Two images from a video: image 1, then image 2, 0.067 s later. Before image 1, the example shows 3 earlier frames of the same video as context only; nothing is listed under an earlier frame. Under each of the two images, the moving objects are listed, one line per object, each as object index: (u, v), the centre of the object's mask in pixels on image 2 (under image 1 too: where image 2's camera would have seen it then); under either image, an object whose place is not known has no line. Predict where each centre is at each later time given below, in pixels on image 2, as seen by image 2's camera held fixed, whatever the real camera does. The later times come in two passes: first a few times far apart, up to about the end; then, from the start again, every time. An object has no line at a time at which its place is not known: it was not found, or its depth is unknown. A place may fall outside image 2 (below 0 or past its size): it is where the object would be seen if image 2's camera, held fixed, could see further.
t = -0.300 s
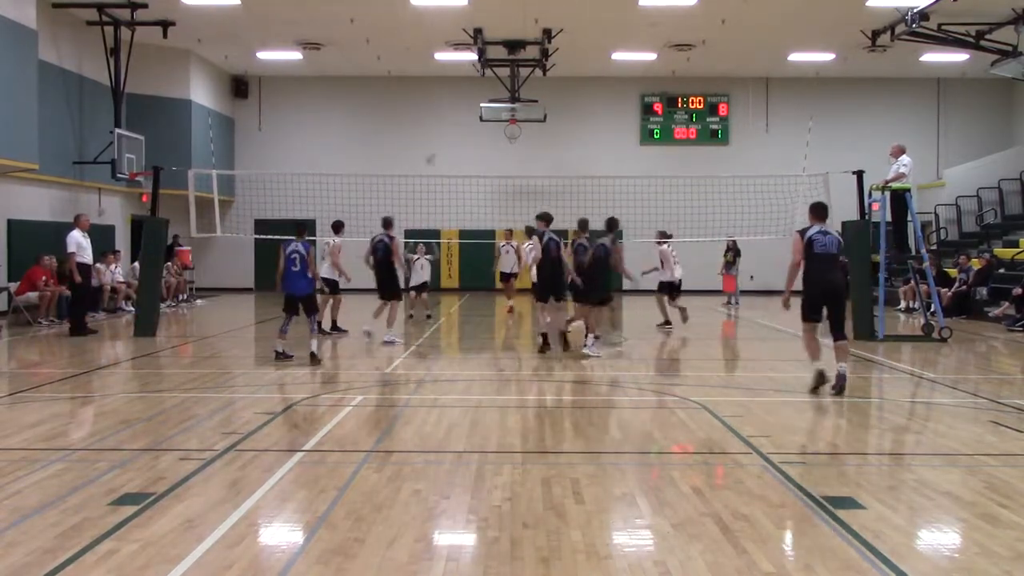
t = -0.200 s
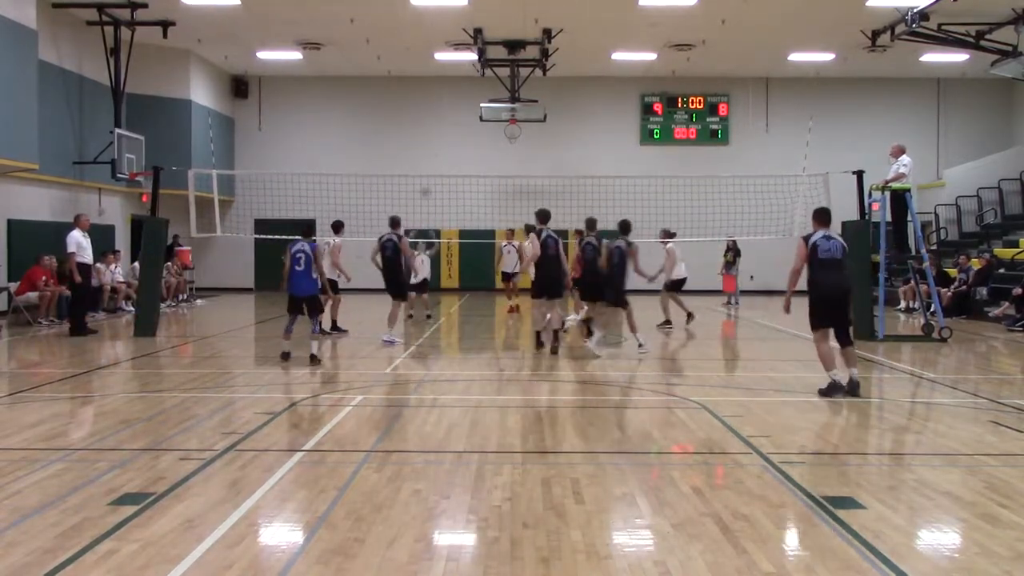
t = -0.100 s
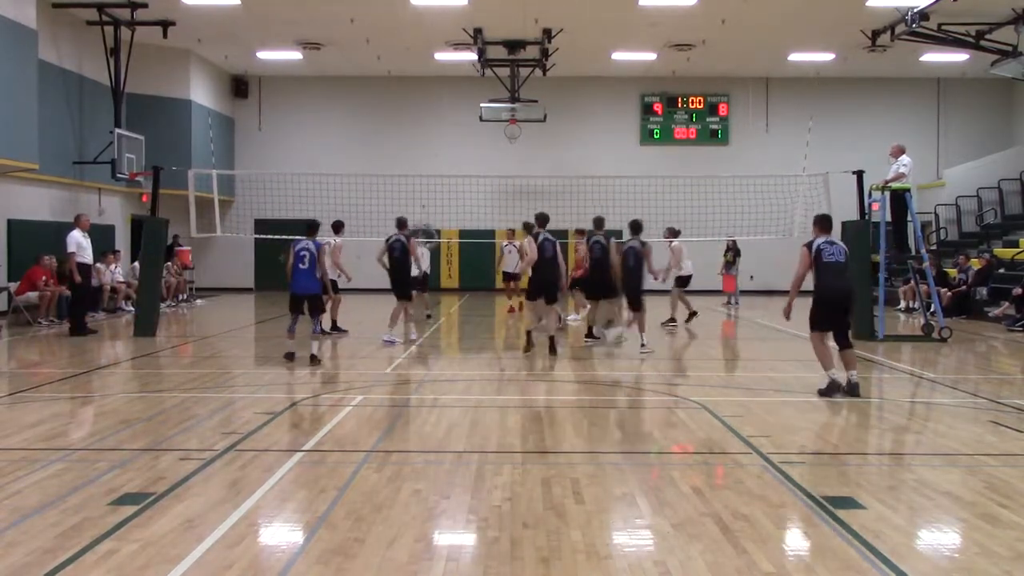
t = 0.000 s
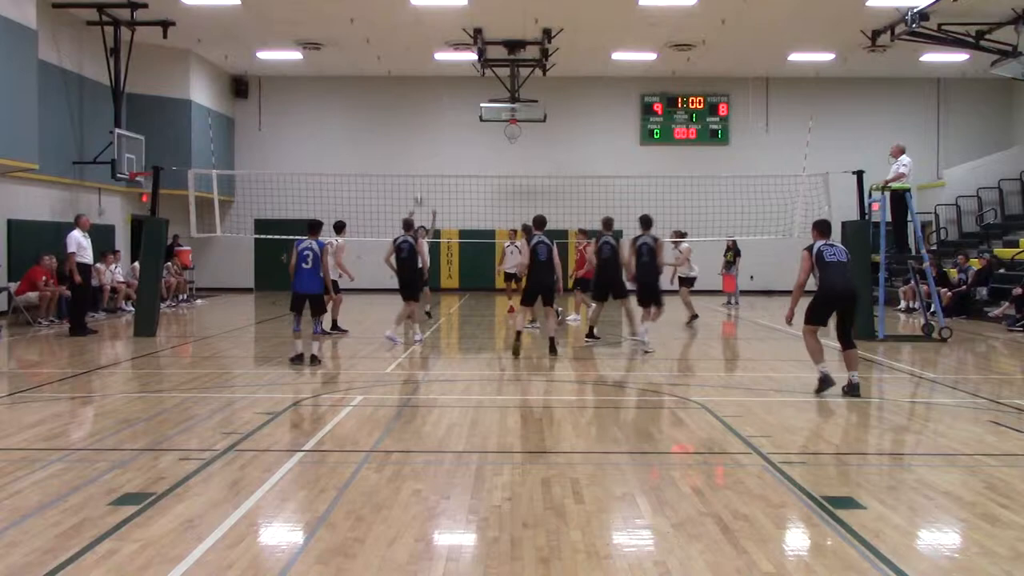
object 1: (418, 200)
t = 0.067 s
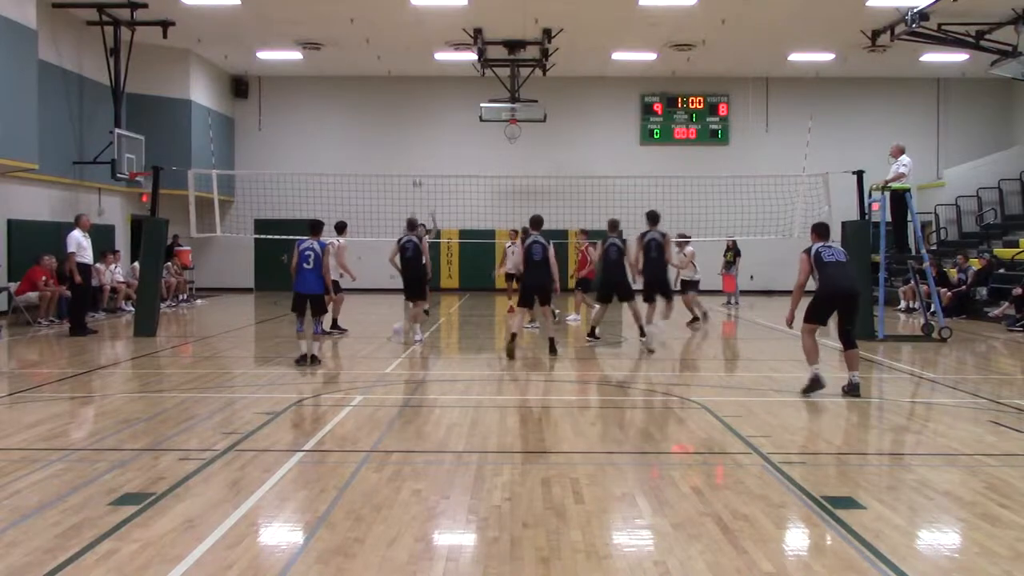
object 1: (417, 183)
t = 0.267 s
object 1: (410, 135)
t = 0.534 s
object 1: (403, 109)
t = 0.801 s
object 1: (394, 119)
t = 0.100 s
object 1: (416, 174)
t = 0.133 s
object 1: (414, 164)
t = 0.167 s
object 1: (413, 157)
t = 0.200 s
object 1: (412, 150)
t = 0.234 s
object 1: (411, 143)
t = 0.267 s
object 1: (410, 135)
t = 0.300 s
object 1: (410, 130)
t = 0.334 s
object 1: (410, 127)
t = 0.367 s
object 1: (407, 120)
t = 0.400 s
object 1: (407, 117)
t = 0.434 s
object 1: (405, 115)
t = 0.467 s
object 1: (404, 111)
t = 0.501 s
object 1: (403, 110)
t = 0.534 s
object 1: (403, 109)
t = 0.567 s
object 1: (402, 108)
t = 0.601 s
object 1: (401, 107)
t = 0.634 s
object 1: (399, 108)
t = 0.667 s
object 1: (399, 109)
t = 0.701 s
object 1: (398, 110)
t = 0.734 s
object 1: (397, 113)
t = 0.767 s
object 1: (396, 116)
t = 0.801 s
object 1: (394, 119)
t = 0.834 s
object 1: (393, 124)
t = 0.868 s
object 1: (393, 129)
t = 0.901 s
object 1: (392, 135)
